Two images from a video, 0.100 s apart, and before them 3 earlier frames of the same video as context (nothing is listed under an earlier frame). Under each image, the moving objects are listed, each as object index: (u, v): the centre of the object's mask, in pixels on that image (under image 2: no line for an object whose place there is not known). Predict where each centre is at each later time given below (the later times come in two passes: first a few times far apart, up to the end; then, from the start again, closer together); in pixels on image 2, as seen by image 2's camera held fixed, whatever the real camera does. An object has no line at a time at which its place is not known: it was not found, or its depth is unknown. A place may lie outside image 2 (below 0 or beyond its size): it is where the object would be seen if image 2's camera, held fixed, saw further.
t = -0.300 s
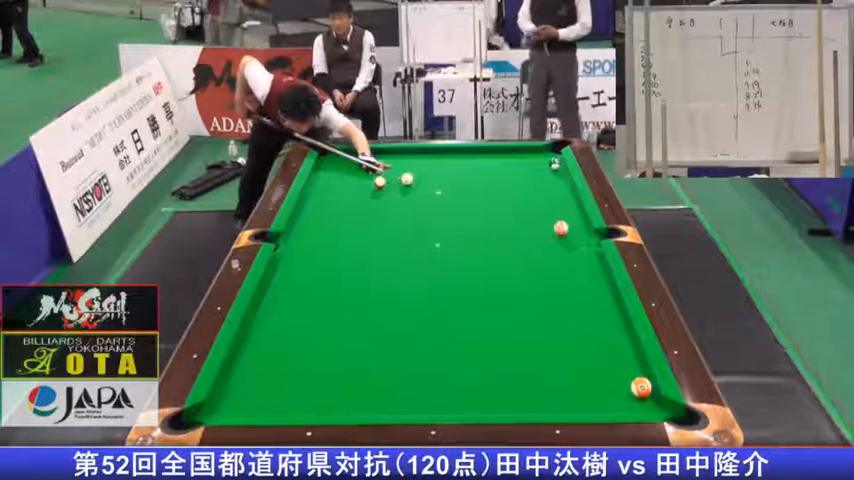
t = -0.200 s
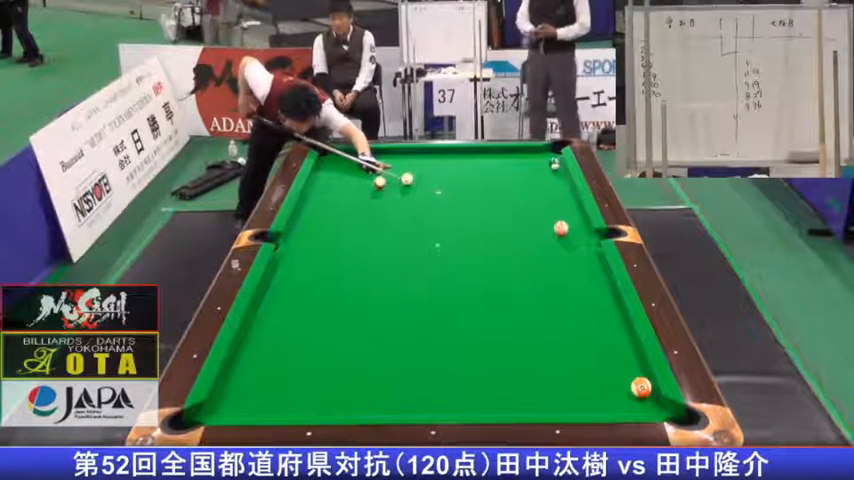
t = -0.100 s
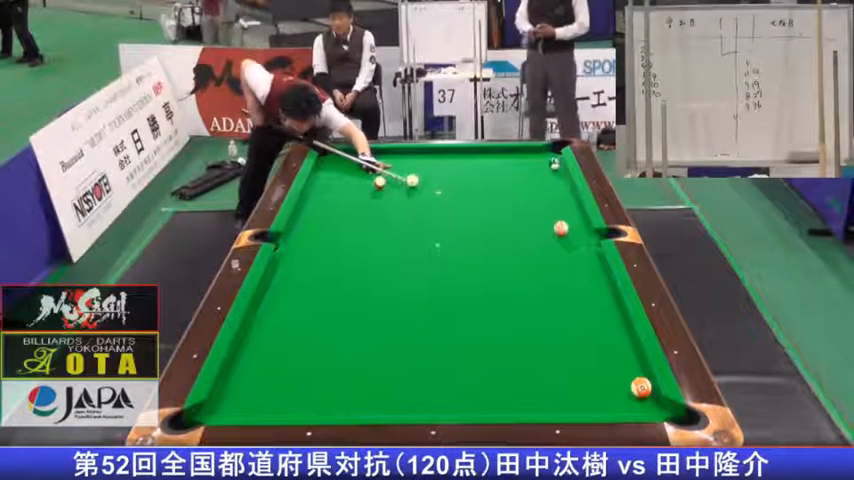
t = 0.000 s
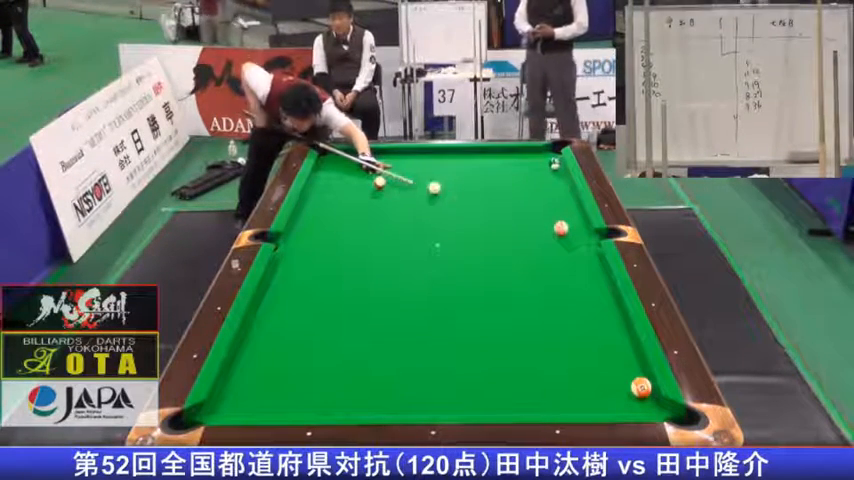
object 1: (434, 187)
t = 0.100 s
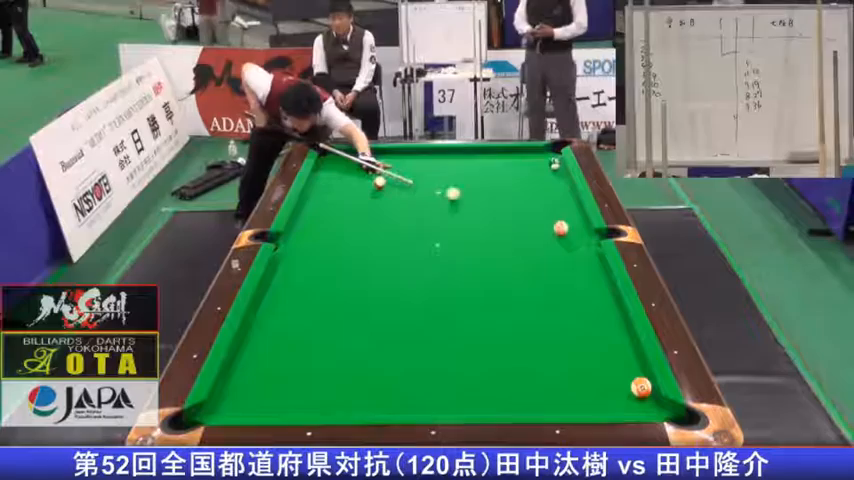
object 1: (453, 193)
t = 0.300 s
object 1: (483, 204)
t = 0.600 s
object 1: (529, 219)
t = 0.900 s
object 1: (550, 229)
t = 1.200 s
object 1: (556, 236)
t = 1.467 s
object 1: (559, 241)
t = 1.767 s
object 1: (564, 246)
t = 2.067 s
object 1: (567, 252)
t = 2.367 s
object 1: (569, 255)
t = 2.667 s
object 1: (571, 259)
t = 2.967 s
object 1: (573, 261)
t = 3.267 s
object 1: (574, 264)
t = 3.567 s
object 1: (574, 266)
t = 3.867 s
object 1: (574, 266)
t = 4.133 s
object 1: (574, 266)
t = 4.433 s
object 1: (574, 266)
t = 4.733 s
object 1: (574, 266)
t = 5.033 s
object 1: (574, 266)
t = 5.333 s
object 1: (574, 266)
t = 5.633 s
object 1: (574, 266)
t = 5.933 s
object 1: (574, 267)
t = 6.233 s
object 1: (574, 267)
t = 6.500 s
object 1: (574, 267)
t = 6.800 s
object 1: (575, 266)
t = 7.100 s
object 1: (575, 266)
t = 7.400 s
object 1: (575, 266)
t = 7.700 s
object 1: (575, 266)
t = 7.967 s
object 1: (575, 266)
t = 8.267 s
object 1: (575, 266)
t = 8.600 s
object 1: (575, 266)
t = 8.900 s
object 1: (575, 266)
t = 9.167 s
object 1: (575, 266)
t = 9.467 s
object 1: (574, 266)
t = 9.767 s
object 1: (574, 266)
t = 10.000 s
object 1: (574, 266)
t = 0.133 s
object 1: (458, 195)
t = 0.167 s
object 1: (464, 197)
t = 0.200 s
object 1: (469, 198)
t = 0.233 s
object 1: (474, 200)
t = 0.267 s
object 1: (478, 202)
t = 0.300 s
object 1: (483, 204)
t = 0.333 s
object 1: (488, 205)
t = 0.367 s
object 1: (493, 207)
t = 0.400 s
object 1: (498, 208)
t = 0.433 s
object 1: (503, 210)
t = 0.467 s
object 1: (508, 212)
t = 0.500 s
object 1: (513, 213)
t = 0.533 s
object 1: (519, 215)
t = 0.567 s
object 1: (524, 217)
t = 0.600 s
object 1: (529, 219)
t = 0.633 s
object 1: (534, 220)
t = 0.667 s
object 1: (539, 222)
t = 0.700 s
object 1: (545, 224)
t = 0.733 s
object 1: (548, 225)
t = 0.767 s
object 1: (547, 226)
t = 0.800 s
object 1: (549, 228)
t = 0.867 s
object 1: (549, 228)
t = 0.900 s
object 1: (550, 229)
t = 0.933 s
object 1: (550, 230)
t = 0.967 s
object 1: (551, 230)
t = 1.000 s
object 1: (551, 231)
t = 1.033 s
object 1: (552, 232)
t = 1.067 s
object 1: (553, 233)
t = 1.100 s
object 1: (553, 233)
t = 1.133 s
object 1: (554, 234)
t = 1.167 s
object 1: (554, 235)
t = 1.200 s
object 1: (556, 236)
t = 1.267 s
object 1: (556, 237)
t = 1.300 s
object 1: (557, 238)
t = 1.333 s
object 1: (557, 238)
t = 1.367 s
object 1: (558, 239)
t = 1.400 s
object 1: (558, 240)
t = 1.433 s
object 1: (559, 240)
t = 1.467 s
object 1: (559, 241)
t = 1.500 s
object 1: (560, 241)
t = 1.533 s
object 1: (560, 242)
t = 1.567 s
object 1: (561, 243)
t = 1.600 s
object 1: (561, 244)
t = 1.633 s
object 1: (562, 244)
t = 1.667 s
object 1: (562, 245)
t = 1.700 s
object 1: (563, 245)
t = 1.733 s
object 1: (563, 246)
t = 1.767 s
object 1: (564, 246)
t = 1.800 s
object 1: (564, 247)
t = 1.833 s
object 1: (564, 247)
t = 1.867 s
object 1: (564, 248)
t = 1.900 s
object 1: (564, 248)
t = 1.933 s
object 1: (565, 249)
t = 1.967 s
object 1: (565, 250)
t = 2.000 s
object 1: (566, 251)
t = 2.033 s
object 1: (566, 251)
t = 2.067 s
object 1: (567, 252)
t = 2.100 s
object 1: (567, 252)
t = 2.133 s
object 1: (567, 253)
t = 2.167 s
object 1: (568, 253)
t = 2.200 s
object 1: (568, 253)
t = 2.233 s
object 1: (568, 254)
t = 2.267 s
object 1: (568, 254)
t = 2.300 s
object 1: (568, 254)
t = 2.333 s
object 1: (569, 255)
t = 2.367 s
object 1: (569, 255)
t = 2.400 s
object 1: (570, 256)
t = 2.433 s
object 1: (570, 256)
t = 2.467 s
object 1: (570, 257)
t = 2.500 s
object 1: (570, 257)
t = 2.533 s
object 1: (571, 257)
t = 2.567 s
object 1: (571, 258)
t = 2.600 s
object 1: (571, 258)
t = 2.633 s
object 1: (571, 259)
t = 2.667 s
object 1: (571, 259)
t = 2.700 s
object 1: (572, 259)
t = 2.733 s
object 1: (572, 260)
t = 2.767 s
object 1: (572, 260)
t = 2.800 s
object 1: (572, 260)
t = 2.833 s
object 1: (572, 260)
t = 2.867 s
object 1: (572, 260)
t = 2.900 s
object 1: (573, 262)
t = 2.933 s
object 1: (573, 262)
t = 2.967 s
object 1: (573, 261)
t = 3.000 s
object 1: (574, 262)
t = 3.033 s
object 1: (574, 262)
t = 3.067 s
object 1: (574, 263)
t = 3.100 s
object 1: (574, 263)
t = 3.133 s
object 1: (574, 263)
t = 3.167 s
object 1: (574, 263)
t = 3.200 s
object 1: (574, 263)
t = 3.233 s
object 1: (574, 264)
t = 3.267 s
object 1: (574, 264)
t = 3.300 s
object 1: (574, 265)
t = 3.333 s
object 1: (574, 265)
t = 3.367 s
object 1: (574, 265)
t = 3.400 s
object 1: (574, 265)
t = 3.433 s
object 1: (574, 265)
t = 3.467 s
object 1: (574, 265)
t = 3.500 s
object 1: (574, 265)
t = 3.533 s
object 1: (574, 265)
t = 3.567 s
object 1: (574, 266)
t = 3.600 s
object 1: (574, 266)
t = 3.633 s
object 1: (574, 266)
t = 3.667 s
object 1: (574, 266)
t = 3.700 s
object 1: (574, 266)
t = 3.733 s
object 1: (574, 266)
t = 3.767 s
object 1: (574, 266)
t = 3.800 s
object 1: (574, 266)
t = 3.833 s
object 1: (574, 266)
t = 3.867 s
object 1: (574, 266)
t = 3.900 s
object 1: (574, 266)
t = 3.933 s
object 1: (574, 266)
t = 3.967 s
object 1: (574, 266)
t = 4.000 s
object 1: (574, 266)
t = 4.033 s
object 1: (574, 266)
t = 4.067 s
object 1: (574, 266)
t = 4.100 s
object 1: (574, 266)
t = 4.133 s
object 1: (574, 266)
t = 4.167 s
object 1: (574, 266)
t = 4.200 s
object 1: (574, 266)
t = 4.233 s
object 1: (574, 266)
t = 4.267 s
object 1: (574, 266)
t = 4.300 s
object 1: (574, 266)
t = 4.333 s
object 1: (574, 266)
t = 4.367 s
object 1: (574, 266)
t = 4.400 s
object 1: (574, 266)
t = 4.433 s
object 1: (574, 266)
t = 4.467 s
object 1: (574, 266)
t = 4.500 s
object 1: (574, 266)
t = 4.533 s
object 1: (574, 266)
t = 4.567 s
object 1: (574, 266)
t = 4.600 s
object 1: (574, 266)
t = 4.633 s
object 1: (574, 266)
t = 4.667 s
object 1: (574, 266)
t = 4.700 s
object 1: (574, 266)
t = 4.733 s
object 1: (574, 266)
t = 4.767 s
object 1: (574, 266)
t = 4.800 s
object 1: (574, 266)
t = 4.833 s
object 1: (574, 266)
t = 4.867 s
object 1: (574, 266)
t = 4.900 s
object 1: (574, 266)
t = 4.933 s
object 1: (574, 266)
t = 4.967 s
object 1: (574, 266)
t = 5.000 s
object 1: (574, 266)
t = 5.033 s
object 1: (574, 266)
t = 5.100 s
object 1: (574, 266)
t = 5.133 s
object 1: (574, 266)
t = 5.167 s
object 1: (574, 266)
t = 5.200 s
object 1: (574, 266)
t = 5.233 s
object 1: (574, 266)
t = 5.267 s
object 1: (574, 266)
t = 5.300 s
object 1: (574, 266)
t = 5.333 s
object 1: (574, 266)
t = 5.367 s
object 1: (574, 266)
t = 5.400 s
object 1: (574, 266)
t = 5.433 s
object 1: (575, 266)
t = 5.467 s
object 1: (575, 267)
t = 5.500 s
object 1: (574, 266)
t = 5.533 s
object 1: (574, 266)
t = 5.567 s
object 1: (574, 266)
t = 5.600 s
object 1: (574, 267)
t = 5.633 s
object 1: (574, 266)
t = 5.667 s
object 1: (574, 267)
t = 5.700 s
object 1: (574, 267)
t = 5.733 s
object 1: (574, 267)
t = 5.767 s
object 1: (574, 267)
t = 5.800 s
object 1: (574, 267)
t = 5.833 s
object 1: (574, 267)
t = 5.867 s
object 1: (574, 267)
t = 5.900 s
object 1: (574, 267)
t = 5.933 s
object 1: (574, 267)
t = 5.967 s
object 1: (574, 267)
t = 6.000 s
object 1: (574, 267)
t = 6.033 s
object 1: (574, 267)
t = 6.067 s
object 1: (574, 267)
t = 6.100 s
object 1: (574, 267)
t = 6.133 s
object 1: (575, 267)
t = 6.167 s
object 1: (574, 267)
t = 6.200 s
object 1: (574, 267)
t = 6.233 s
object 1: (574, 267)
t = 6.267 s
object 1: (574, 267)
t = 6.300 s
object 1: (574, 267)
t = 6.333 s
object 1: (574, 267)
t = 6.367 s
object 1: (574, 267)
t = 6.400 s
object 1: (574, 267)
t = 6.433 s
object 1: (574, 267)
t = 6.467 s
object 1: (574, 267)
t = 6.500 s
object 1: (574, 267)
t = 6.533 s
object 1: (574, 267)
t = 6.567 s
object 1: (574, 267)
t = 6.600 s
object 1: (574, 267)
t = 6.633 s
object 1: (574, 267)
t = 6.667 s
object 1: (574, 267)
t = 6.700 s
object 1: (574, 267)
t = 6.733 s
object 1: (574, 267)
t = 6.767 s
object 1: (575, 266)
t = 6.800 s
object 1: (575, 266)
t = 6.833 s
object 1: (575, 266)
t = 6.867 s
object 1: (575, 266)
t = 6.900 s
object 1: (575, 266)
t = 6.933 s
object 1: (575, 266)
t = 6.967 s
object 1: (575, 266)
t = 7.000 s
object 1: (575, 266)
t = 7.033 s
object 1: (575, 266)
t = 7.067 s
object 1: (575, 266)
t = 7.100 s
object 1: (575, 266)
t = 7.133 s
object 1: (575, 266)
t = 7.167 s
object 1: (575, 266)
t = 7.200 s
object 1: (575, 266)
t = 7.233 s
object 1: (575, 266)
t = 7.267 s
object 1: (575, 266)
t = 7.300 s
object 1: (575, 266)
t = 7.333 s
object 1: (575, 266)
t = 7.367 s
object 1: (575, 266)
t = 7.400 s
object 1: (575, 266)
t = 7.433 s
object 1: (575, 266)
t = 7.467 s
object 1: (575, 266)
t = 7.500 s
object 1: (575, 266)
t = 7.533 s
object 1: (575, 266)
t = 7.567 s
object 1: (575, 266)
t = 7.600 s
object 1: (575, 266)
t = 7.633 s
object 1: (575, 266)
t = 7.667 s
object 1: (575, 266)
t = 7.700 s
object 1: (575, 266)
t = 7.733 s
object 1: (575, 266)
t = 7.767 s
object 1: (575, 266)
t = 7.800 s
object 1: (575, 266)
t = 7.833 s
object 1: (575, 266)
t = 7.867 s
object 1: (575, 266)
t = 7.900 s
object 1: (575, 266)
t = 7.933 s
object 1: (575, 266)
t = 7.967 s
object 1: (575, 266)
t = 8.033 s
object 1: (575, 266)
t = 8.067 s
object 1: (575, 266)
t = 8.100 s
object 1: (575, 266)
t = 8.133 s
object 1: (575, 266)
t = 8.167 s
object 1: (575, 266)
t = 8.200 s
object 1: (575, 266)
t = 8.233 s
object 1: (575, 266)
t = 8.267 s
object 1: (575, 266)
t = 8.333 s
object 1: (575, 266)
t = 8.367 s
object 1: (575, 266)
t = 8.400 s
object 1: (575, 266)
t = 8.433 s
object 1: (575, 266)
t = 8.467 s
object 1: (575, 266)
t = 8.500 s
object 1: (575, 266)
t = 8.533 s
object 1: (575, 266)
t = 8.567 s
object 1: (575, 266)
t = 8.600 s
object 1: (575, 266)
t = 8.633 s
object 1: (575, 266)
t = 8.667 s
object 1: (575, 266)
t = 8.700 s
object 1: (575, 266)
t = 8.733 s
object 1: (575, 266)
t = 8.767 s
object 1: (575, 266)
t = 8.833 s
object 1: (575, 266)
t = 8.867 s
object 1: (575, 266)
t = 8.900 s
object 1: (575, 266)
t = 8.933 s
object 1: (575, 266)
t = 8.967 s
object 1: (575, 266)
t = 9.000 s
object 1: (575, 266)
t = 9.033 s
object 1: (575, 266)
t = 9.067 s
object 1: (575, 266)
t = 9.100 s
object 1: (575, 266)
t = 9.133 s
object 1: (575, 266)
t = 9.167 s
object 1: (575, 266)
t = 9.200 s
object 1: (575, 266)
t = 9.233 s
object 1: (575, 266)
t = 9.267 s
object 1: (575, 266)
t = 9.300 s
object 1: (575, 266)
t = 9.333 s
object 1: (575, 266)
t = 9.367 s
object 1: (575, 266)
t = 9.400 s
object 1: (575, 266)
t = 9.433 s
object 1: (575, 266)
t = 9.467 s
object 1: (574, 266)
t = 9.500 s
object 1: (574, 267)
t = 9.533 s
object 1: (574, 267)
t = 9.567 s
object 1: (575, 266)
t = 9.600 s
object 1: (574, 267)
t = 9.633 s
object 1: (574, 266)
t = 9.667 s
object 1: (574, 266)
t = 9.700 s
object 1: (575, 266)
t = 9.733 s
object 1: (574, 266)
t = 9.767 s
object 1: (574, 266)
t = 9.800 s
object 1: (574, 266)
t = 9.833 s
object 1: (574, 266)
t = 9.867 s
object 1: (574, 266)
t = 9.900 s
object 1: (574, 266)
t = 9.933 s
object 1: (574, 266)
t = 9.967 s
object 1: (574, 266)
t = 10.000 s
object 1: (574, 266)
